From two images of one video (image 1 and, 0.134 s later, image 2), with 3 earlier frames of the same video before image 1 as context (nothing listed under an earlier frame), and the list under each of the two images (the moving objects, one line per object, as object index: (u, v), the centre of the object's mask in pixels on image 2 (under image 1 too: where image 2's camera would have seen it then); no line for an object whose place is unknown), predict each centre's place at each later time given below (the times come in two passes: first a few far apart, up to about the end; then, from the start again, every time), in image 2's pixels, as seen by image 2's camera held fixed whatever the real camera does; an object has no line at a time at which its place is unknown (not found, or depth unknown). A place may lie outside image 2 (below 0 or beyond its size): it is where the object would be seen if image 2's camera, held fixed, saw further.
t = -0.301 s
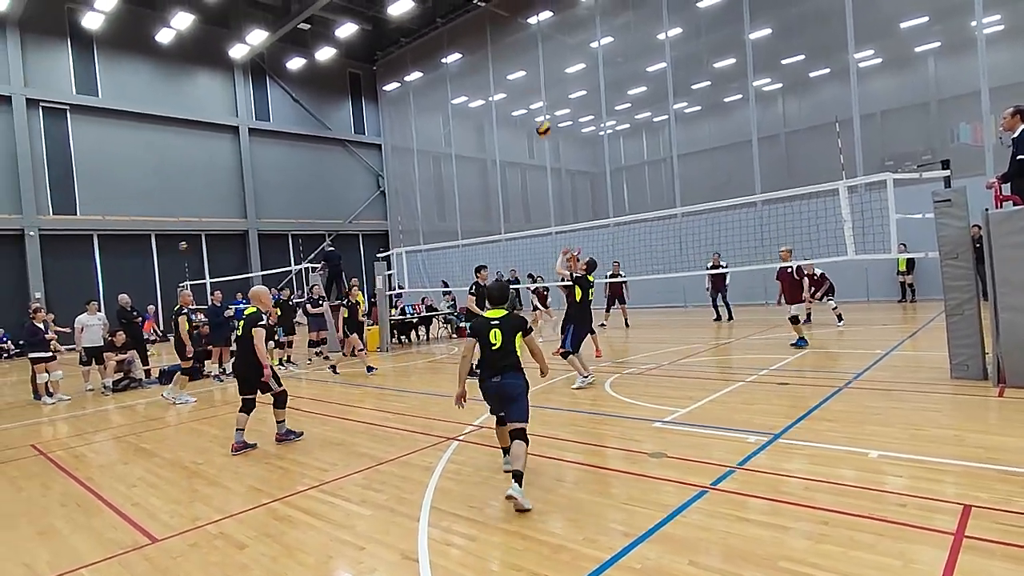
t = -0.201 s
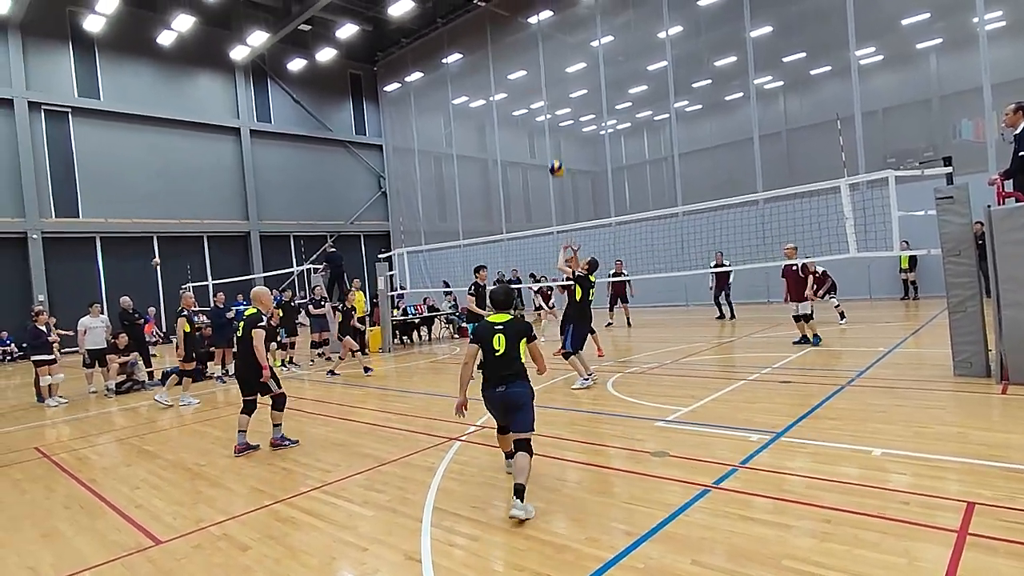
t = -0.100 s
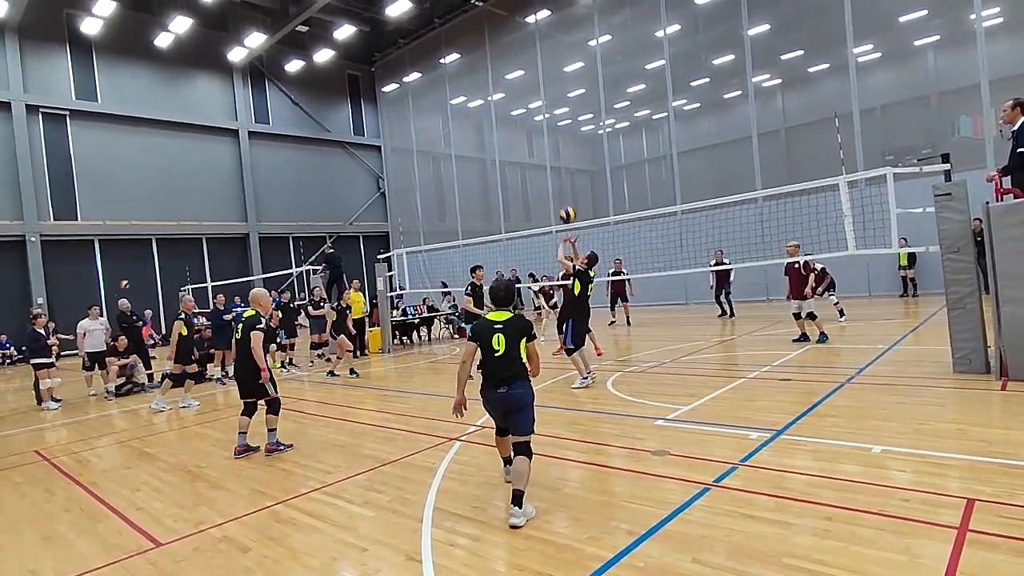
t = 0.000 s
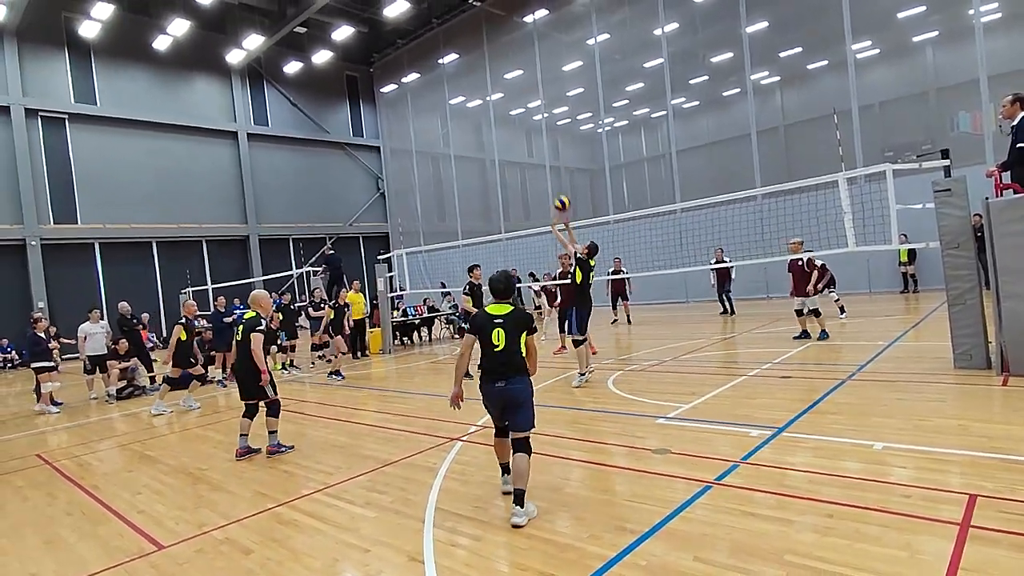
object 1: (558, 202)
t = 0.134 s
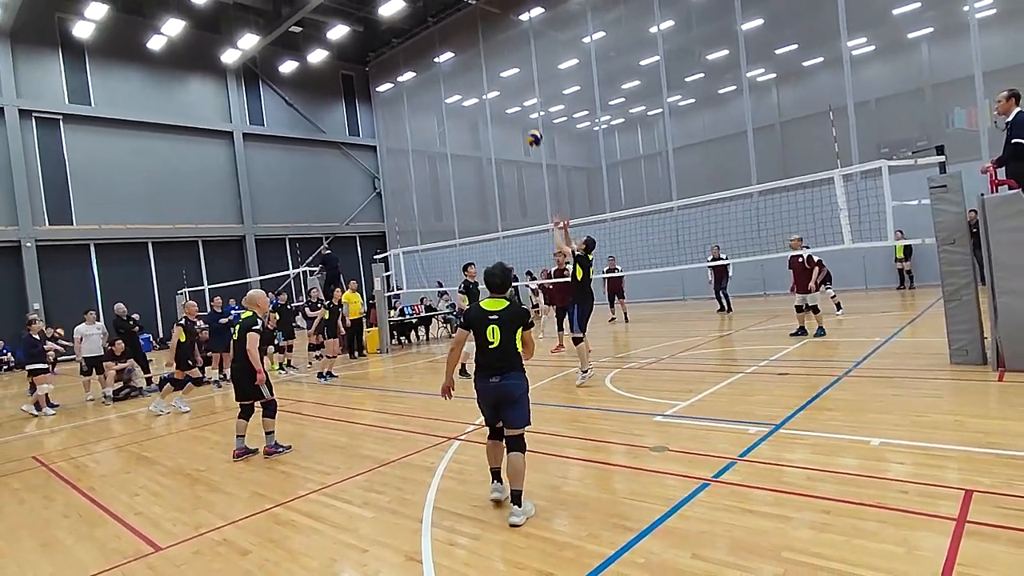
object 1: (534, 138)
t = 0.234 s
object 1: (517, 99)
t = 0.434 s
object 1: (486, 42)
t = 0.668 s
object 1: (455, 15)
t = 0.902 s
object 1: (429, 26)
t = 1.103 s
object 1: (412, 68)
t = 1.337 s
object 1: (397, 153)
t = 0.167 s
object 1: (529, 125)
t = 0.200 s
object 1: (523, 112)
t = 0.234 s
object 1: (517, 99)
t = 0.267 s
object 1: (512, 88)
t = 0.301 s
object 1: (506, 76)
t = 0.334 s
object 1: (501, 66)
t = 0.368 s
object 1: (496, 58)
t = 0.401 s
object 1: (491, 49)
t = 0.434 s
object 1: (486, 42)
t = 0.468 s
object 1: (481, 35)
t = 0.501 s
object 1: (477, 30)
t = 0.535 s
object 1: (472, 26)
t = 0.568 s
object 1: (468, 22)
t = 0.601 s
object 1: (464, 19)
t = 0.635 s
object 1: (459, 16)
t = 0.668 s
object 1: (455, 15)
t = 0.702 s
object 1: (451, 14)
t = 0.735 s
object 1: (447, 14)
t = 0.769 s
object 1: (443, 15)
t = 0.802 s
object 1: (439, 16)
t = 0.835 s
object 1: (436, 19)
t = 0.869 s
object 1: (432, 22)
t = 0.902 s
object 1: (429, 26)
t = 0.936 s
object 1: (426, 31)
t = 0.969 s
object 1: (423, 37)
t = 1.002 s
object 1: (420, 45)
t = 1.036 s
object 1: (417, 52)
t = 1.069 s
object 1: (414, 60)
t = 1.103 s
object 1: (412, 68)
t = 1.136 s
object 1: (410, 79)
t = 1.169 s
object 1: (407, 90)
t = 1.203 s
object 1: (405, 101)
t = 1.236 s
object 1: (403, 113)
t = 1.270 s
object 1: (400, 125)
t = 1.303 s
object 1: (399, 139)
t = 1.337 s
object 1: (397, 153)
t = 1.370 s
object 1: (395, 168)
